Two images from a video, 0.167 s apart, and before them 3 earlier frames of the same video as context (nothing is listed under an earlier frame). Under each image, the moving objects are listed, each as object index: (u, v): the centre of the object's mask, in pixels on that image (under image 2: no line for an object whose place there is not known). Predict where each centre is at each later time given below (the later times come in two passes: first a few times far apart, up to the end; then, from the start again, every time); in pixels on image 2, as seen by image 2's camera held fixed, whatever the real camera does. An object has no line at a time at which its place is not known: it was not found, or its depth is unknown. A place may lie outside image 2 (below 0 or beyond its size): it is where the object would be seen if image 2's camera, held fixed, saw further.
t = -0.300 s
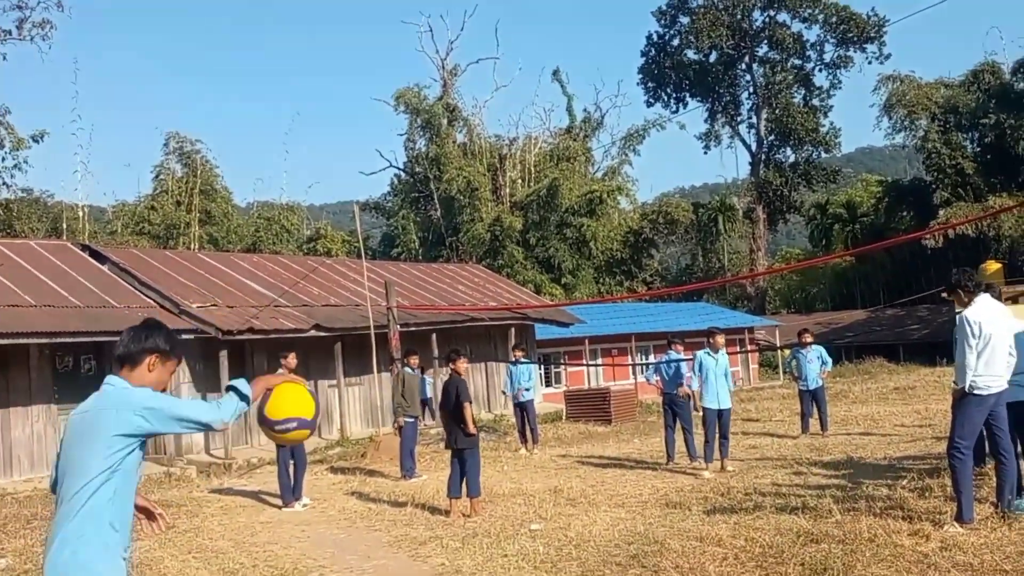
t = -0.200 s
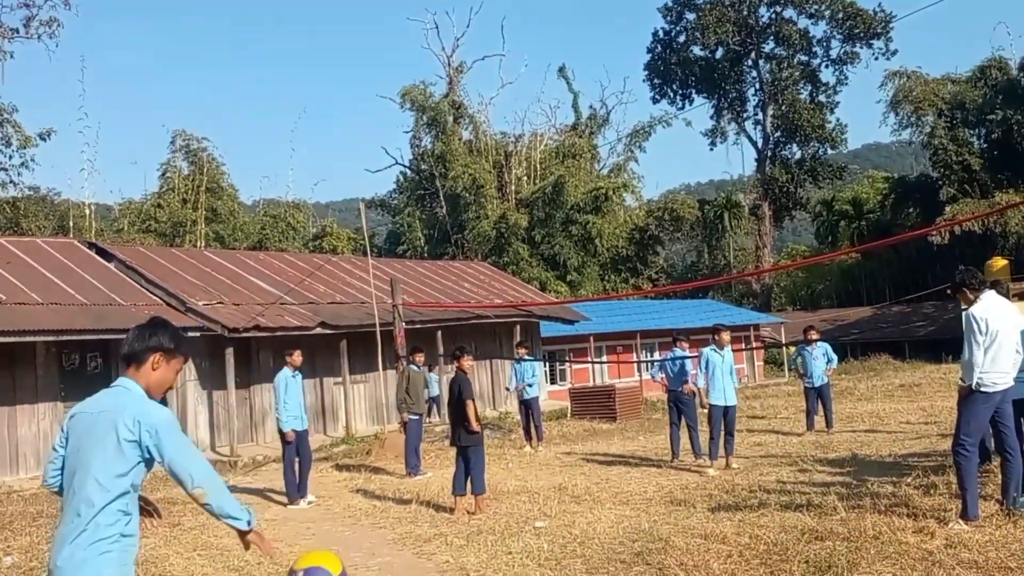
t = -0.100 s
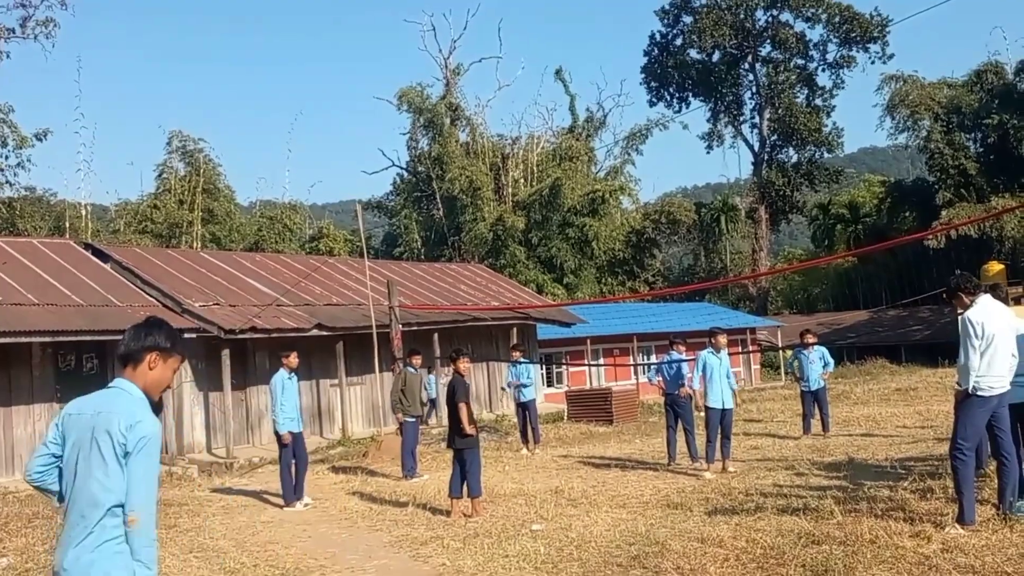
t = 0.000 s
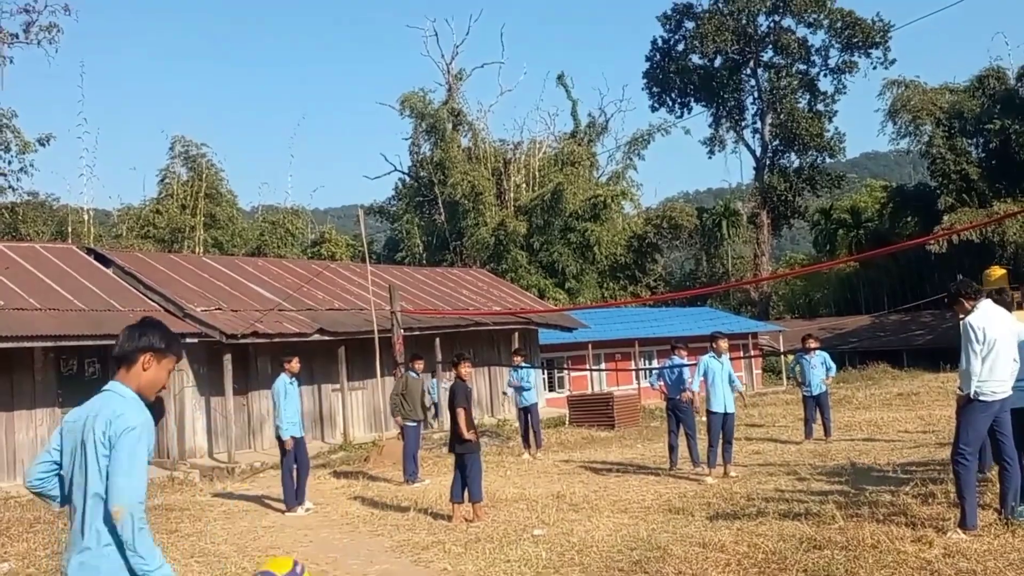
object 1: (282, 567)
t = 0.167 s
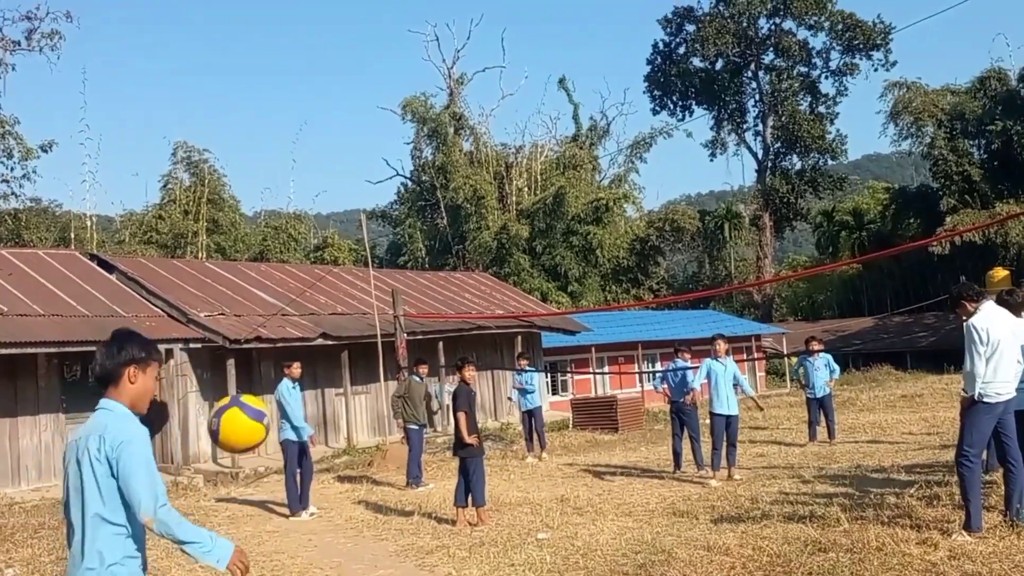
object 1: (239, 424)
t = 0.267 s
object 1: (215, 359)
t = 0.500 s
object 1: (160, 317)
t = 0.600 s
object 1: (139, 344)
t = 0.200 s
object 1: (231, 399)
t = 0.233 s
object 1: (223, 378)
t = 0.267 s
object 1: (215, 359)
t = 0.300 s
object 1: (206, 344)
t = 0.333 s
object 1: (198, 332)
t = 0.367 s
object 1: (190, 323)
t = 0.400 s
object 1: (182, 317)
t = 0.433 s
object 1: (174, 314)
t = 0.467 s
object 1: (167, 314)
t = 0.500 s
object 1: (160, 317)
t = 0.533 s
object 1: (153, 322)
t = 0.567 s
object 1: (145, 332)
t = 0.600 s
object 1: (139, 344)
